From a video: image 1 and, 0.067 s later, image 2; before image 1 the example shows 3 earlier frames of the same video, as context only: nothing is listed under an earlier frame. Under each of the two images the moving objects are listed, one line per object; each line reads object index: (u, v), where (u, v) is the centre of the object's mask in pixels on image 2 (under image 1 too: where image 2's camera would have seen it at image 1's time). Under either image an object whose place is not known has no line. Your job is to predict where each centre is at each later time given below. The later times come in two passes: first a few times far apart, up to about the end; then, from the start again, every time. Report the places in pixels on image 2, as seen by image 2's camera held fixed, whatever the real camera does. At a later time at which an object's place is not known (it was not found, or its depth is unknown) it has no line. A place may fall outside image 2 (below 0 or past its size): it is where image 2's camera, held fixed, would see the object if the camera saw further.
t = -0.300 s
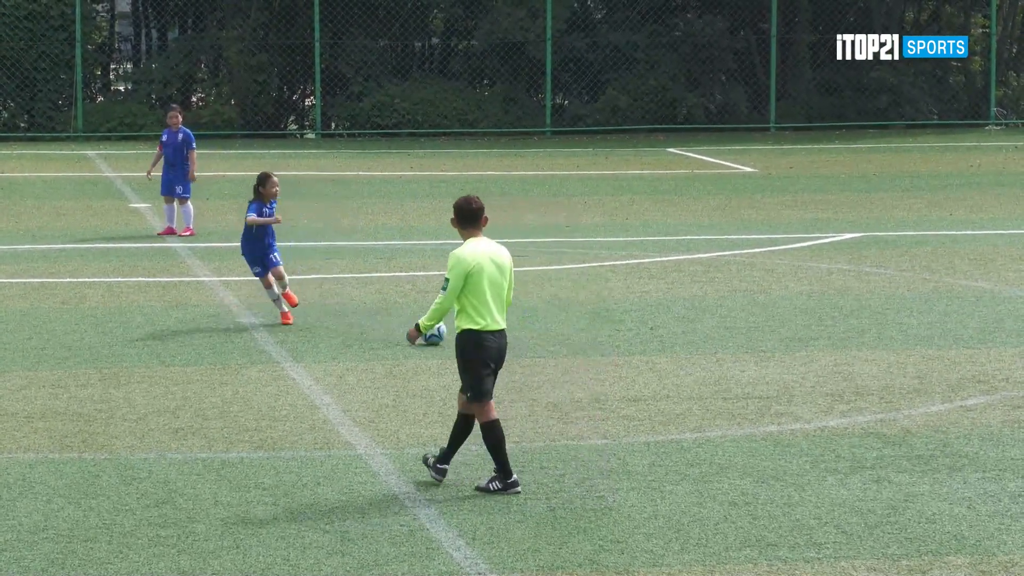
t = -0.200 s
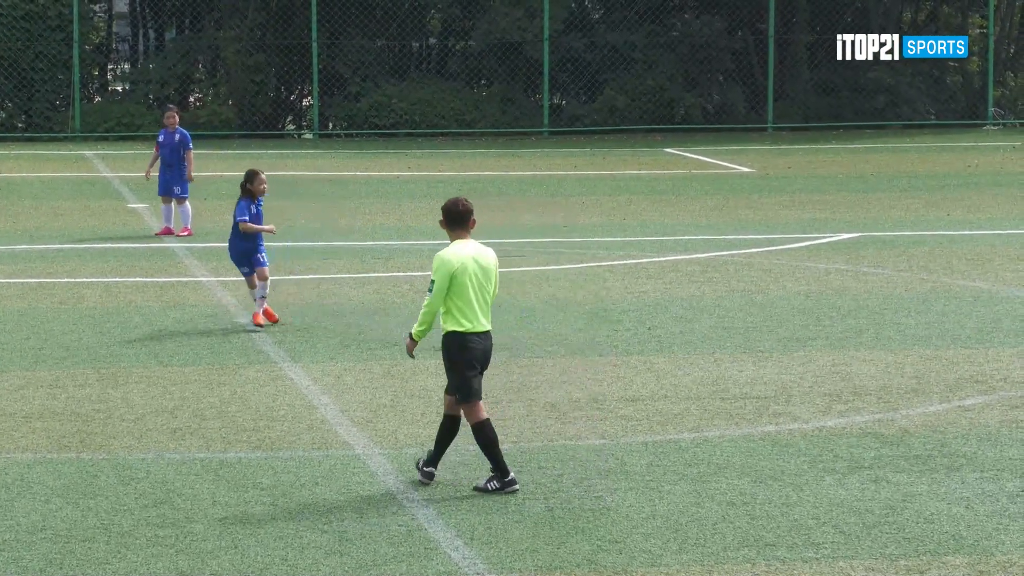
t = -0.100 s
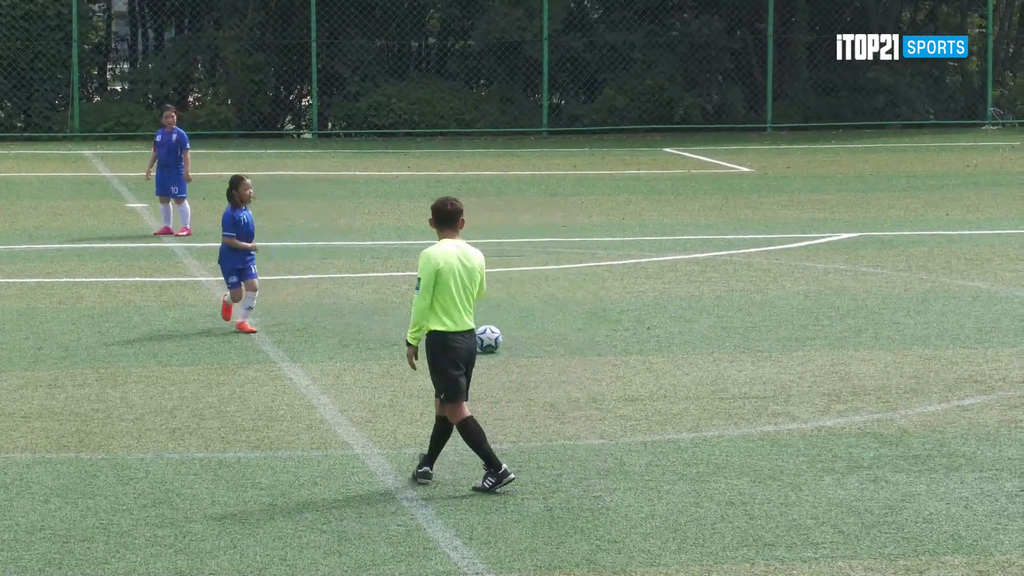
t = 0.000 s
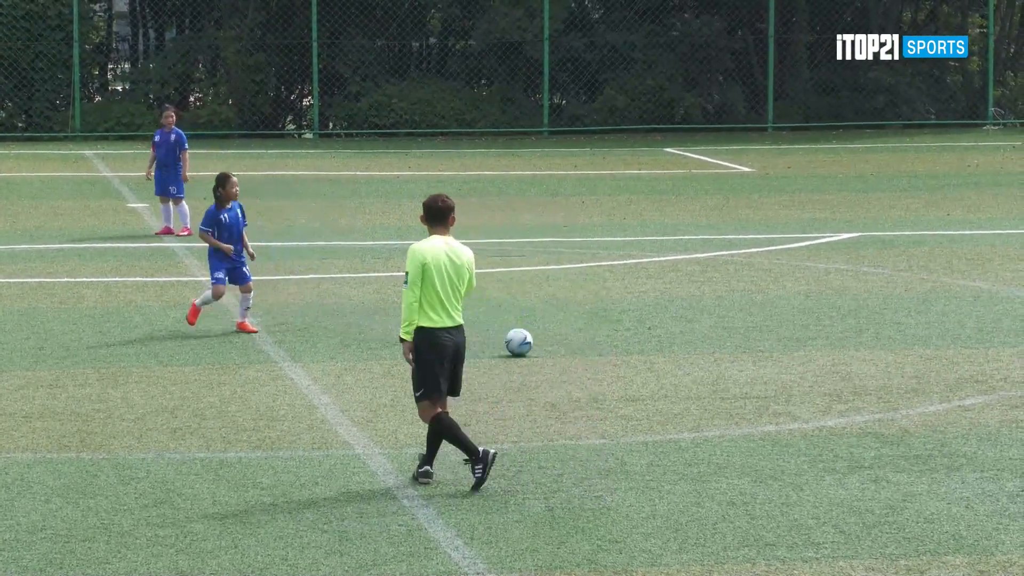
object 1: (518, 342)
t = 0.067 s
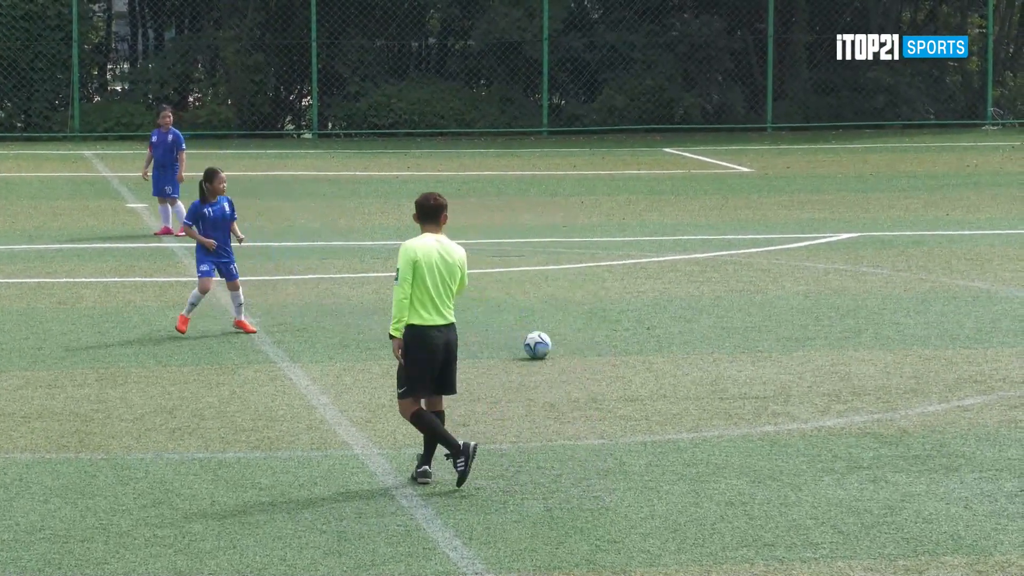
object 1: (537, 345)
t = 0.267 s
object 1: (597, 352)
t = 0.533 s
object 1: (678, 362)
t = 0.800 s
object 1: (760, 371)
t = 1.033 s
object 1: (833, 378)
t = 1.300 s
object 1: (918, 387)
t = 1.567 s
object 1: (1005, 396)
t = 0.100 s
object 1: (547, 346)
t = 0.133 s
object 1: (557, 347)
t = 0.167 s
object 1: (567, 349)
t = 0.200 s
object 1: (577, 350)
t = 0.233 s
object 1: (587, 351)
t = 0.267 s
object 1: (597, 352)
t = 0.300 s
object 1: (607, 354)
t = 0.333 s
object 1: (617, 354)
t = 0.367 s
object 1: (627, 356)
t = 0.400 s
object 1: (637, 357)
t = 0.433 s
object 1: (647, 358)
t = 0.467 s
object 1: (658, 360)
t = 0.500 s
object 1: (668, 361)
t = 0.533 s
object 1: (678, 362)
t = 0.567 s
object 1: (688, 363)
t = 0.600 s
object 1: (698, 364)
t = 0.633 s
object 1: (709, 365)
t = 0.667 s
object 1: (719, 367)
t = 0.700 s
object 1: (729, 368)
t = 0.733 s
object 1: (739, 369)
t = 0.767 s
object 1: (750, 369)
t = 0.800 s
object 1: (760, 371)
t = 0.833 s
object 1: (771, 372)
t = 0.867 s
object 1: (781, 374)
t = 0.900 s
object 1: (791, 374)
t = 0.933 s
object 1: (802, 375)
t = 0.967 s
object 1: (812, 376)
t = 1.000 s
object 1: (823, 378)
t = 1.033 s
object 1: (833, 378)
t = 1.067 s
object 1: (844, 380)
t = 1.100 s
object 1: (855, 380)
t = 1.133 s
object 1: (865, 381)
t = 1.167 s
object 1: (876, 383)
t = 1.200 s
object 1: (886, 383)
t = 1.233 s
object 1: (897, 384)
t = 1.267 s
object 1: (908, 386)
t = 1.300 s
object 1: (918, 387)
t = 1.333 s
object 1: (929, 389)
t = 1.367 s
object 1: (940, 389)
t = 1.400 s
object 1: (951, 391)
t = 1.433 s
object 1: (962, 392)
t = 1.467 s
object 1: (973, 393)
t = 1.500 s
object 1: (984, 394)
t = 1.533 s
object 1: (994, 395)
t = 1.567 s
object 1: (1005, 396)
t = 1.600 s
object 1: (1016, 397)
